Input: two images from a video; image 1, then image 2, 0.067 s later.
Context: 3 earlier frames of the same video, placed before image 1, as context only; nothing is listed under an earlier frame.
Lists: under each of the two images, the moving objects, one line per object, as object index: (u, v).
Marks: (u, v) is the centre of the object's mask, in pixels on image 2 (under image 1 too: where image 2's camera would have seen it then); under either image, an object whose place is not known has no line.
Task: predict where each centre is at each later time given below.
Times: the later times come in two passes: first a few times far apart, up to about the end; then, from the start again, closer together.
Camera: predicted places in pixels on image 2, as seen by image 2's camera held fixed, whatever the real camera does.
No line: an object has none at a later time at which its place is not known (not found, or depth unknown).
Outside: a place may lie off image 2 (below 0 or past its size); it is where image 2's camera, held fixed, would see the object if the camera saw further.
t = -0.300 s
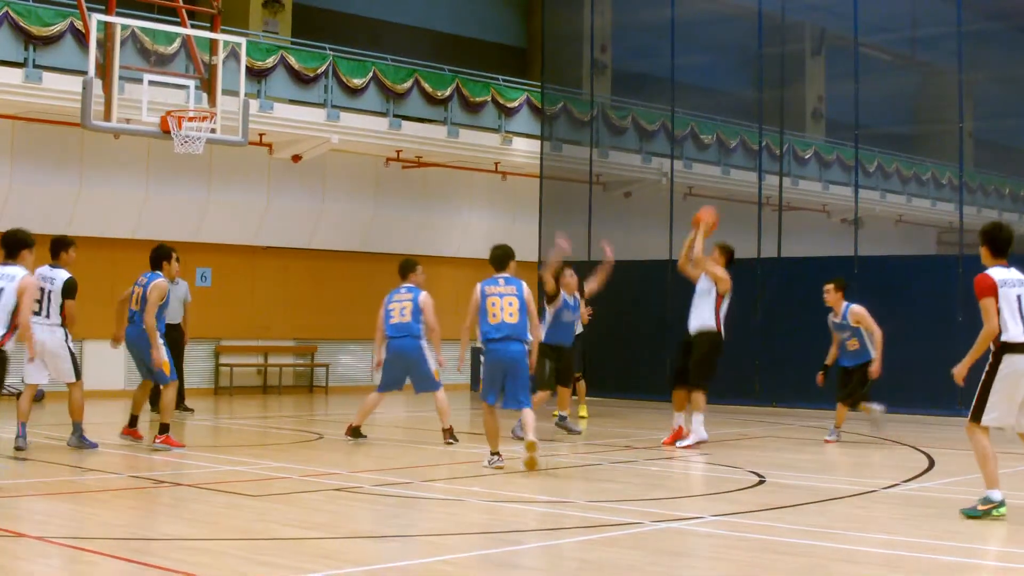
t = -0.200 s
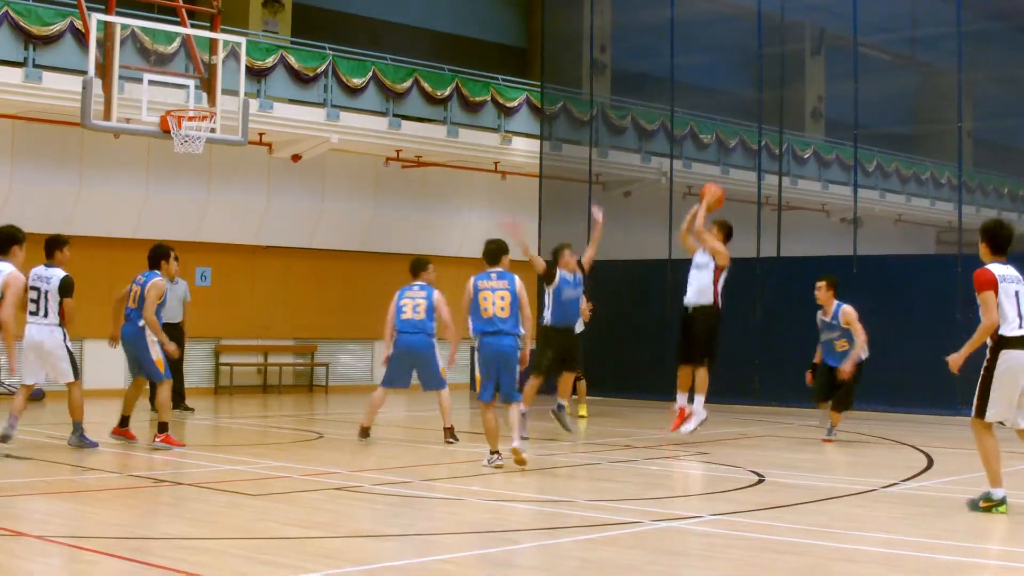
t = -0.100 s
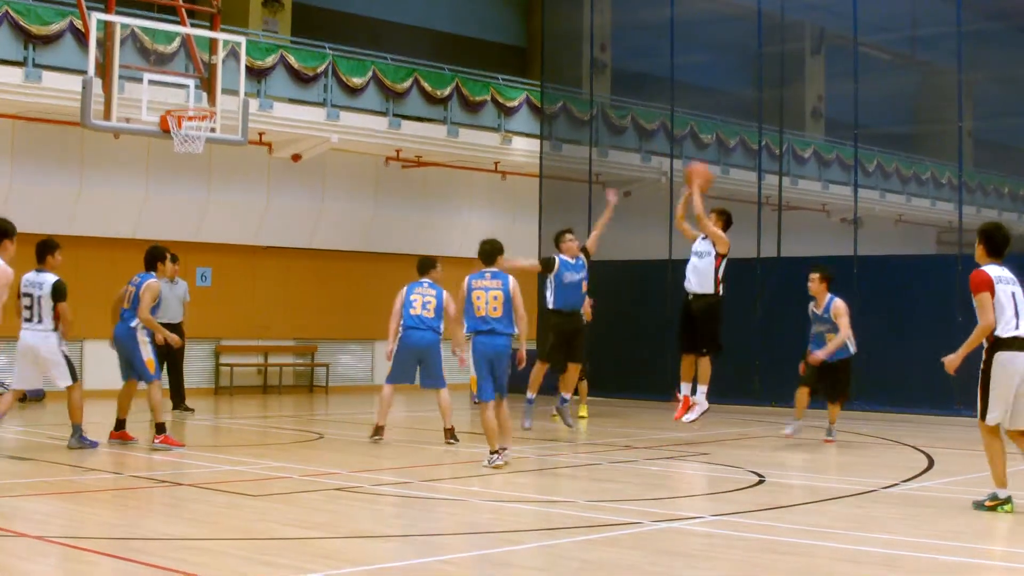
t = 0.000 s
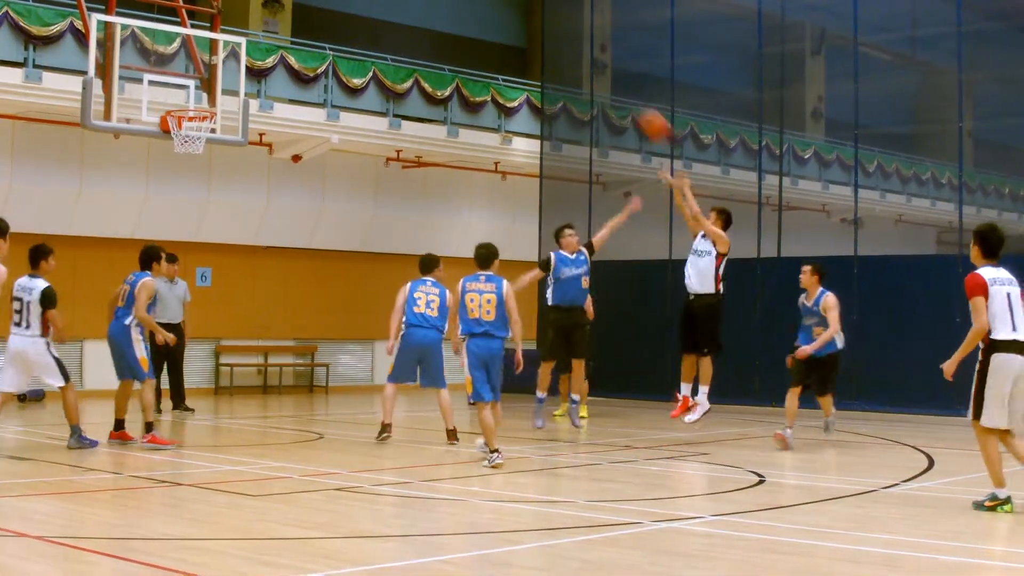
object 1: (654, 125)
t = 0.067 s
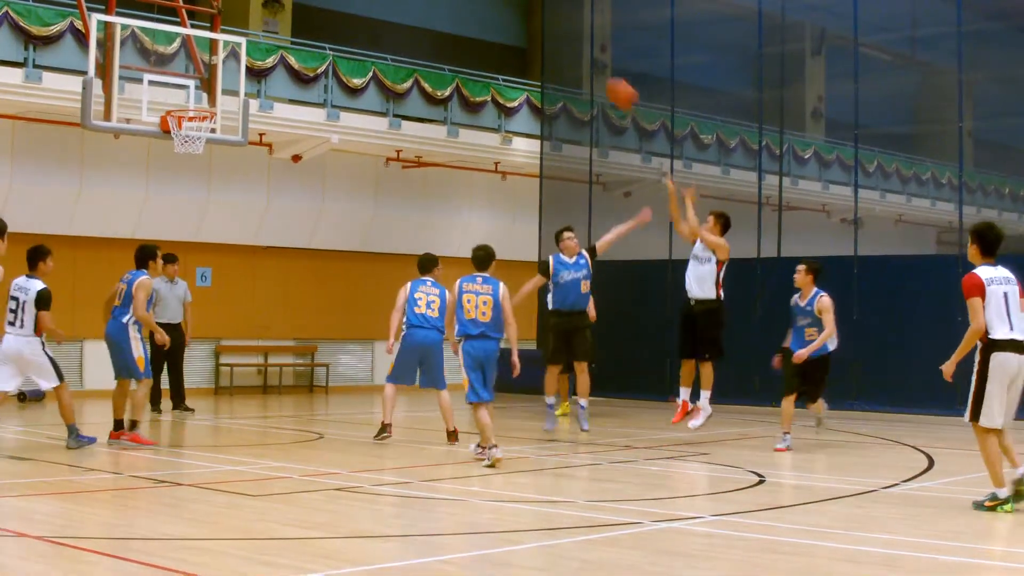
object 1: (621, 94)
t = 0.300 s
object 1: (507, 20)
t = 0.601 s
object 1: (359, 11)
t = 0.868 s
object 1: (232, 69)
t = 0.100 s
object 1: (605, 80)
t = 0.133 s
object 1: (588, 67)
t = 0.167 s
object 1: (572, 56)
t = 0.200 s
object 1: (556, 45)
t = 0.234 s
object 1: (540, 36)
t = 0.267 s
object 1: (523, 27)
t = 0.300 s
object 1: (507, 20)
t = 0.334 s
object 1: (491, 14)
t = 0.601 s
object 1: (359, 11)
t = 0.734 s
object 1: (298, 28)
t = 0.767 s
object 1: (280, 37)
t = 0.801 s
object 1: (265, 46)
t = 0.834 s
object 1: (247, 58)
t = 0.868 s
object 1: (232, 69)
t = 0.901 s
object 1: (214, 84)
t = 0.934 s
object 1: (199, 97)
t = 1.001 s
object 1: (181, 126)
